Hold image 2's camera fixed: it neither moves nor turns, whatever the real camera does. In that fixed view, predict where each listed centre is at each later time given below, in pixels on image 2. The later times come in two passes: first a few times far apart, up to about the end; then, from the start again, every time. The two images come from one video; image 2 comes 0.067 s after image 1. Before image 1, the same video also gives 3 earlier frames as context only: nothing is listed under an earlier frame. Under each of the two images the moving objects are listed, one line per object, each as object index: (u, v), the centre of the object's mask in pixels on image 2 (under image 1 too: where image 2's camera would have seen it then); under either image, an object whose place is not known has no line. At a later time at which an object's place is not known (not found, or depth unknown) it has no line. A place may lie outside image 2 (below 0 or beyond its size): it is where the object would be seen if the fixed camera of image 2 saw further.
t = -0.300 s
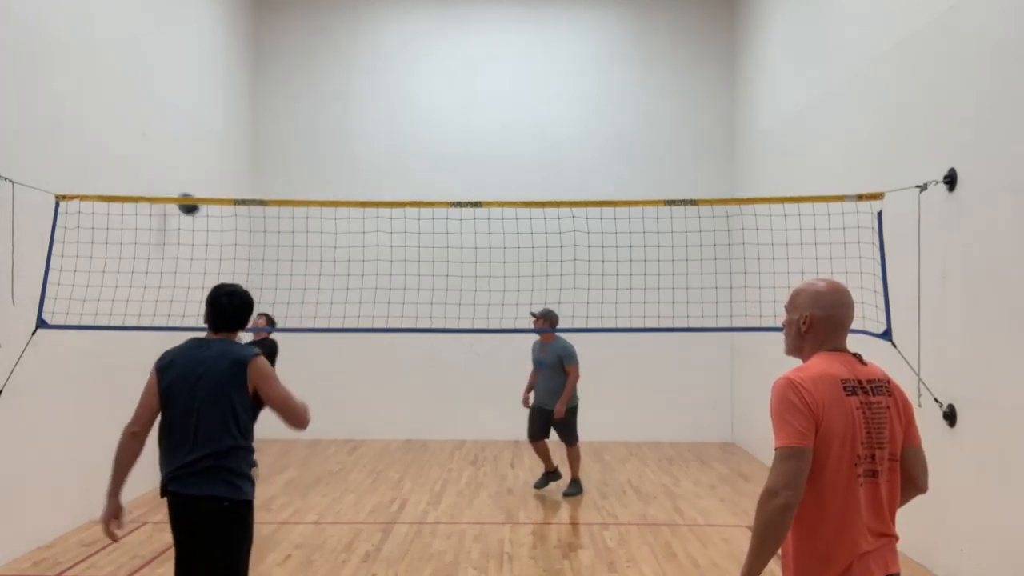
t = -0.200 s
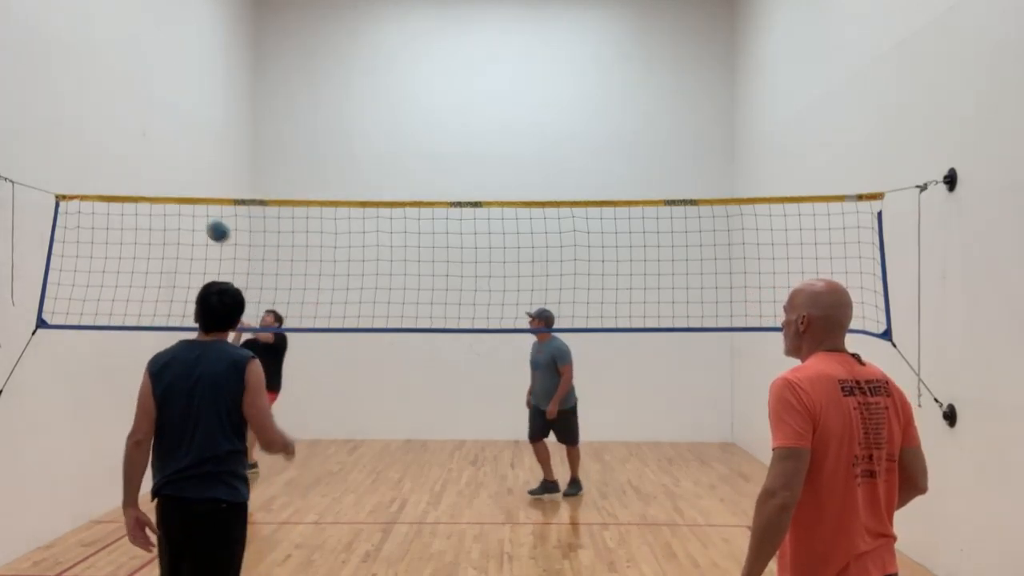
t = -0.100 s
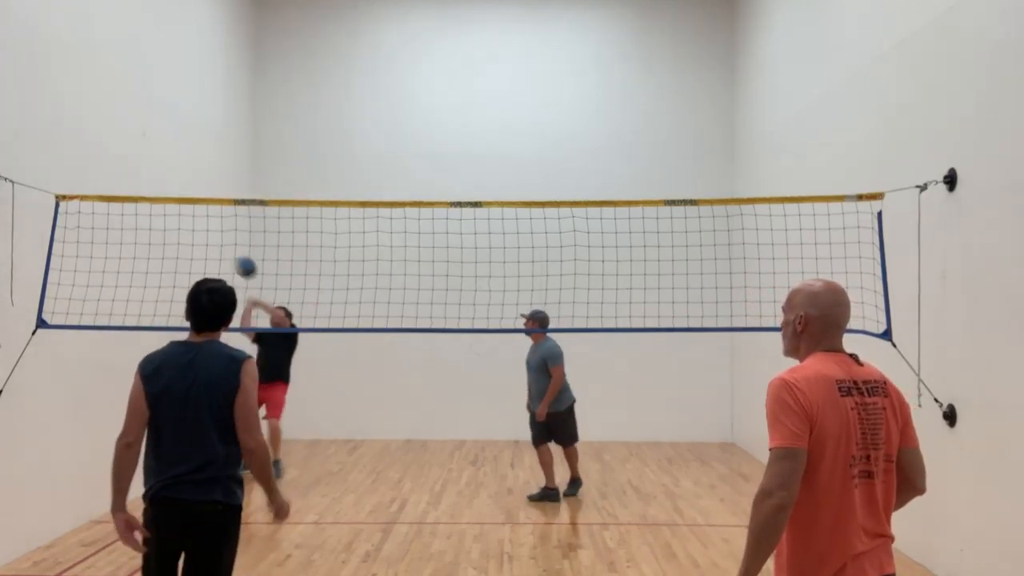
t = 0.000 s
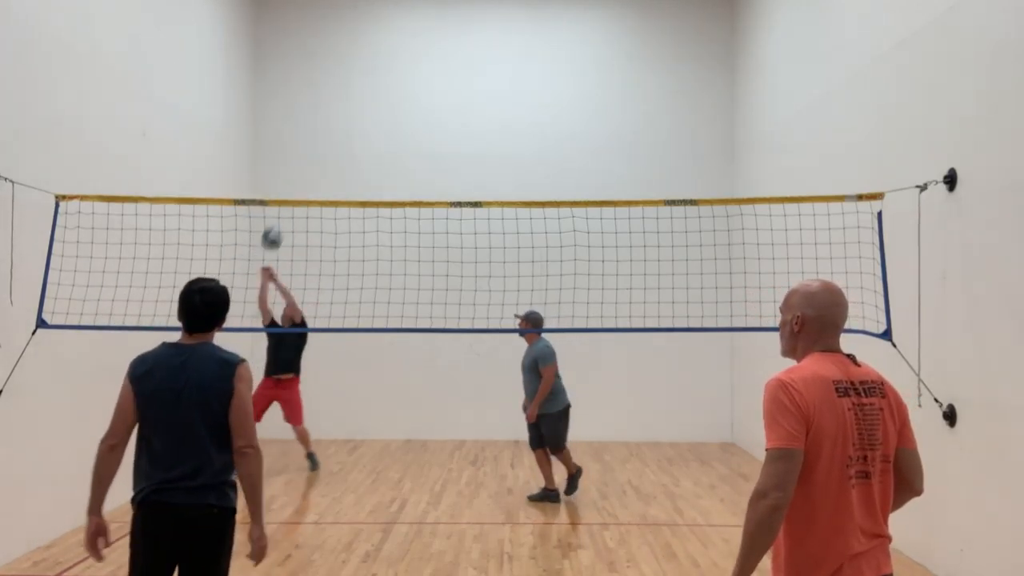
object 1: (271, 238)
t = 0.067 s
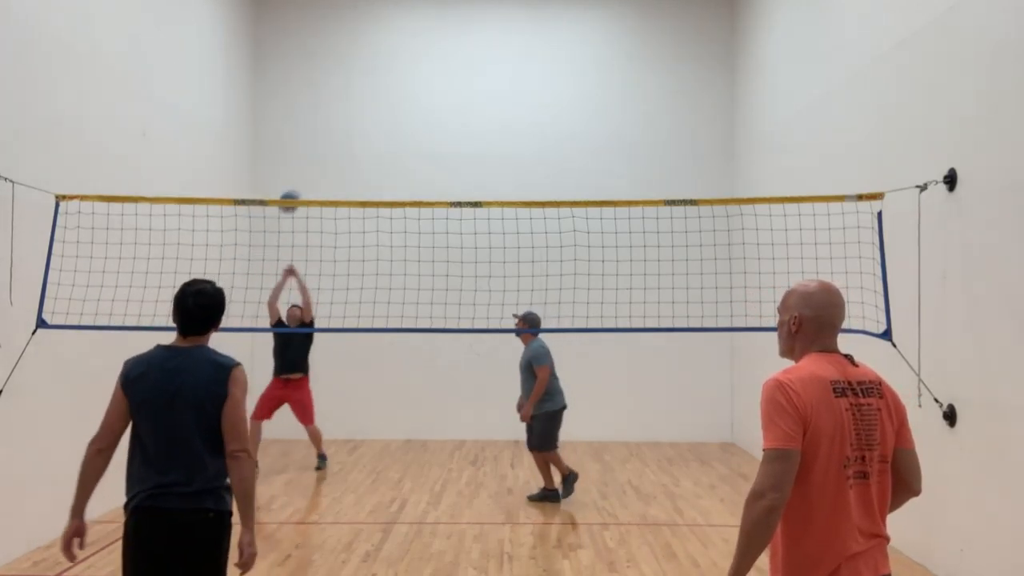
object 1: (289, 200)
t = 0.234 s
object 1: (329, 132)
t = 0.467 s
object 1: (381, 81)
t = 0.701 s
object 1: (429, 81)
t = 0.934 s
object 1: (475, 128)
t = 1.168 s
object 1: (516, 218)
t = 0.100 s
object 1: (298, 185)
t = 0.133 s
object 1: (306, 170)
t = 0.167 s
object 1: (314, 156)
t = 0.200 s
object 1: (321, 144)
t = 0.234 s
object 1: (329, 132)
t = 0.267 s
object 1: (336, 122)
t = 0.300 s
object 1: (343, 113)
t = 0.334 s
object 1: (351, 103)
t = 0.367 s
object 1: (358, 96)
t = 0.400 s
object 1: (366, 90)
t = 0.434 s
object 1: (373, 85)
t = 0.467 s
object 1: (381, 81)
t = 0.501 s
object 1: (388, 78)
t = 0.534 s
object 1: (395, 76)
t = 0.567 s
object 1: (402, 75)
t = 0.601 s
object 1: (409, 76)
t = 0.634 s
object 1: (415, 77)
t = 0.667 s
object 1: (422, 79)
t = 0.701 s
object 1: (429, 81)
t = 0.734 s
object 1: (436, 84)
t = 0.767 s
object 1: (443, 89)
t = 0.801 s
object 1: (450, 95)
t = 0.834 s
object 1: (456, 101)
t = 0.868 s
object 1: (463, 109)
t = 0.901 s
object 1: (469, 118)
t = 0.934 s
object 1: (475, 128)
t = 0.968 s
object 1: (481, 138)
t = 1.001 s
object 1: (487, 149)
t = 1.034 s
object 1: (493, 161)
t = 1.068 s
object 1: (499, 174)
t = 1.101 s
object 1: (505, 187)
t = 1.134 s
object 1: (510, 197)
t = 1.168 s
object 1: (516, 218)
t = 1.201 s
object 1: (522, 233)
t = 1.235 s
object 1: (527, 251)
